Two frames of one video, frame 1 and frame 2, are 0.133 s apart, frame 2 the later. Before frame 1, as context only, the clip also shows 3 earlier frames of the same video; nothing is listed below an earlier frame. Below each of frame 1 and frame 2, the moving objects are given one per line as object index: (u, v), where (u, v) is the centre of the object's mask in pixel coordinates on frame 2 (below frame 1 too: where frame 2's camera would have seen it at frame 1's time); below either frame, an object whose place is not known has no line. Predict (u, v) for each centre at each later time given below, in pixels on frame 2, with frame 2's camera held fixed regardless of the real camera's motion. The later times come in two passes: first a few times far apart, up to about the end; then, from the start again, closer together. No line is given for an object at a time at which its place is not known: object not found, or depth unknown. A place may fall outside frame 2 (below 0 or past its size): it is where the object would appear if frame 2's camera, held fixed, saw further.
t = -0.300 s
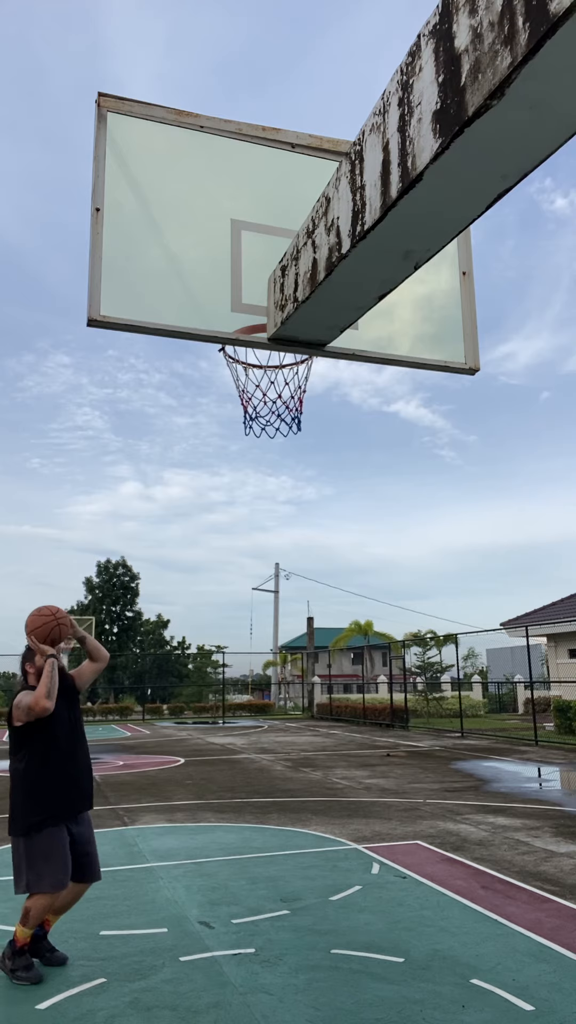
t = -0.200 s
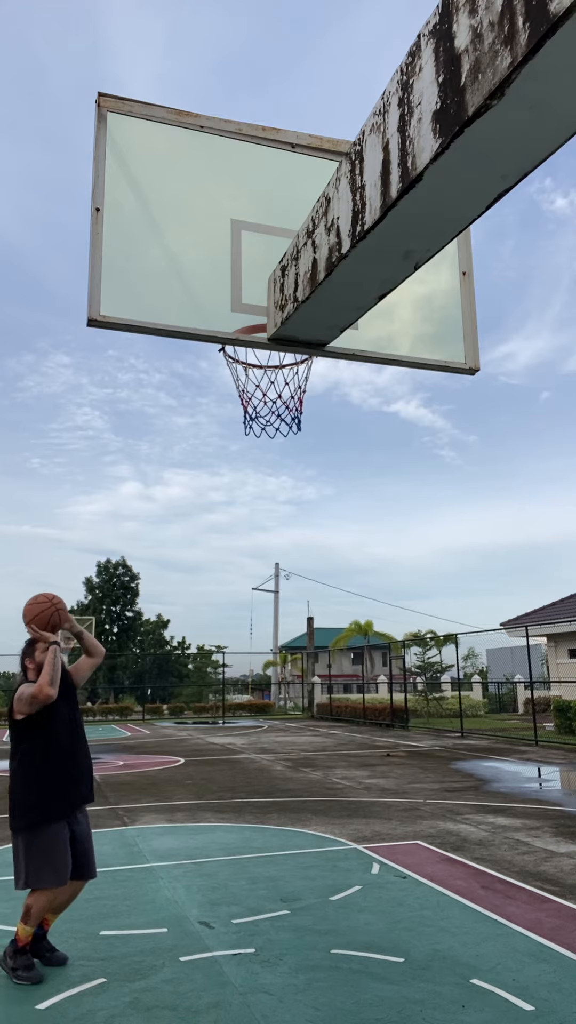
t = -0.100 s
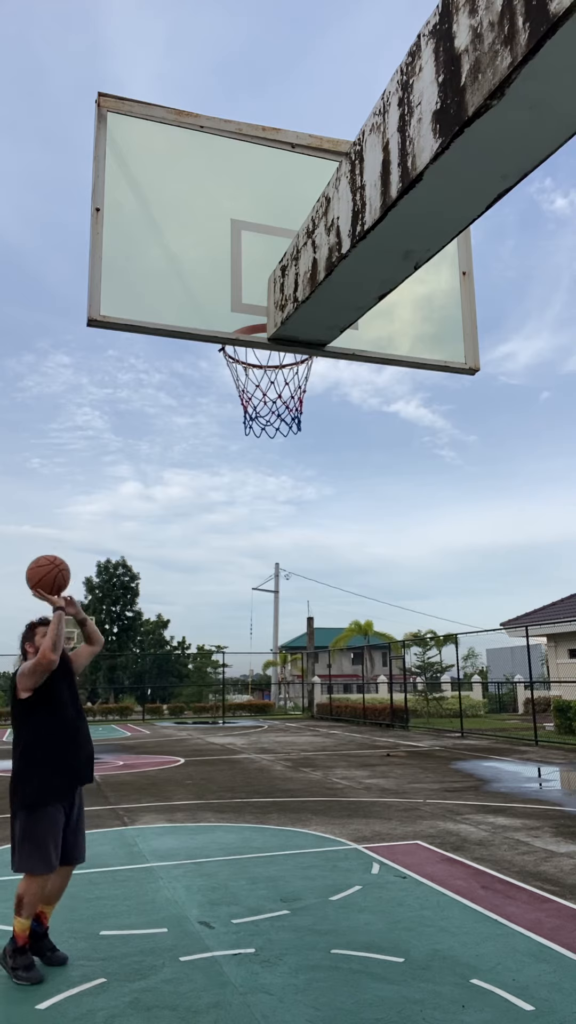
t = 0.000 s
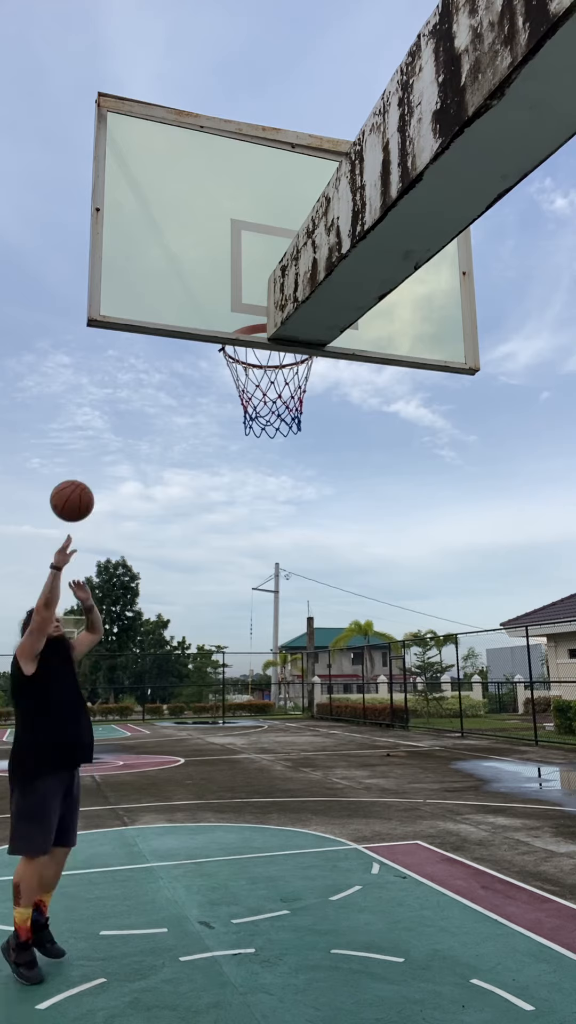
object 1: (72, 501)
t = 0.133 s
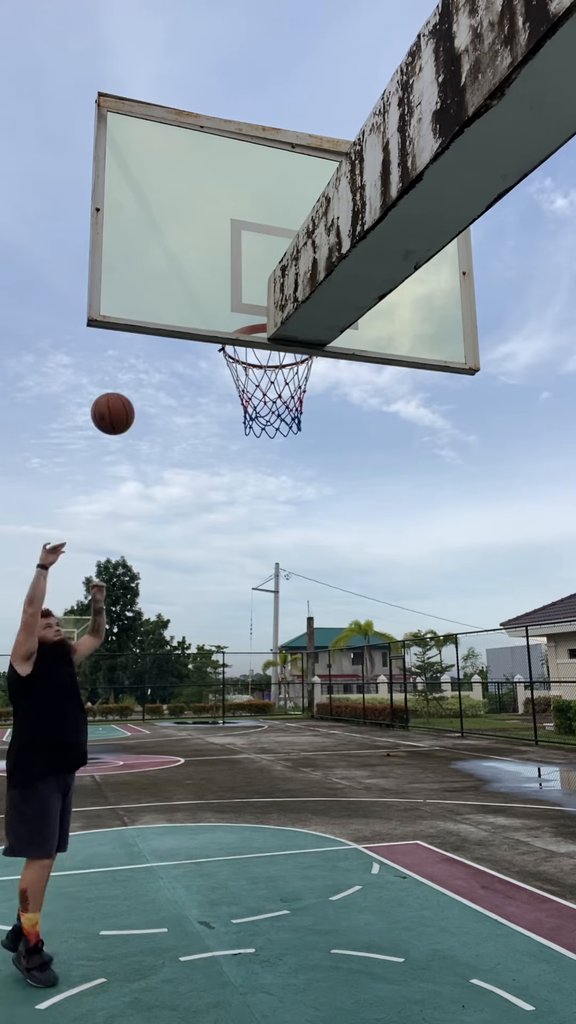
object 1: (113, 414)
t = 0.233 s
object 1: (143, 367)
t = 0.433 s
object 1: (205, 314)
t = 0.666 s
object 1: (282, 362)
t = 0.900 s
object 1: (307, 467)
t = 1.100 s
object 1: (324, 647)
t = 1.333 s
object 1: (351, 986)
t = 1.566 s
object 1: (318, 727)
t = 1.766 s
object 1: (298, 606)
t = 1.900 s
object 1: (287, 573)
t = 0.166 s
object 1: (123, 396)
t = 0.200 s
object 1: (133, 381)
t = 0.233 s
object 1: (143, 367)
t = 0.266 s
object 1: (153, 355)
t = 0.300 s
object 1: (163, 350)
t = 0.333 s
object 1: (173, 337)
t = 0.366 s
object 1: (183, 326)
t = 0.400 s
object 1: (194, 315)
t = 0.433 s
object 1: (205, 314)
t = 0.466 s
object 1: (215, 314)
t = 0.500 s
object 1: (223, 316)
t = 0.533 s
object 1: (232, 318)
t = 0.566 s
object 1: (239, 321)
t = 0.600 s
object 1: (247, 322)
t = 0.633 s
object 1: (270, 357)
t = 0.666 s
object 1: (282, 362)
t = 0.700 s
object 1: (289, 369)
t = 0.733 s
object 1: (294, 379)
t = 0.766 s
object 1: (298, 394)
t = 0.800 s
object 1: (300, 409)
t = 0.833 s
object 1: (303, 427)
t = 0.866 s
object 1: (305, 446)
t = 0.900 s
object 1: (307, 467)
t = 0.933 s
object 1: (310, 491)
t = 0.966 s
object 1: (312, 517)
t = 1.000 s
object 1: (315, 546)
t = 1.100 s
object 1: (324, 647)
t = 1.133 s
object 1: (327, 686)
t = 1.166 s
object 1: (331, 726)
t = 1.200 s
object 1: (335, 772)
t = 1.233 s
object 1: (338, 819)
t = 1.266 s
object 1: (342, 872)
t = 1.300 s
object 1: (346, 927)
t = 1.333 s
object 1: (351, 986)
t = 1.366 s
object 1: (348, 970)
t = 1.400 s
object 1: (342, 919)
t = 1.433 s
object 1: (337, 872)
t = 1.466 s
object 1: (332, 830)
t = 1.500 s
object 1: (327, 792)
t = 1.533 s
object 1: (323, 758)
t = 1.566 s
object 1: (318, 727)
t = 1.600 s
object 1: (315, 700)
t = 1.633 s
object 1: (311, 676)
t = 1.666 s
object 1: (307, 655)
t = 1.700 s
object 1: (304, 636)
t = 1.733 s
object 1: (301, 620)
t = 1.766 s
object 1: (298, 606)
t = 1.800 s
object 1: (295, 594)
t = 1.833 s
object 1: (292, 585)
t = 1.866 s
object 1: (289, 578)
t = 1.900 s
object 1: (287, 573)
